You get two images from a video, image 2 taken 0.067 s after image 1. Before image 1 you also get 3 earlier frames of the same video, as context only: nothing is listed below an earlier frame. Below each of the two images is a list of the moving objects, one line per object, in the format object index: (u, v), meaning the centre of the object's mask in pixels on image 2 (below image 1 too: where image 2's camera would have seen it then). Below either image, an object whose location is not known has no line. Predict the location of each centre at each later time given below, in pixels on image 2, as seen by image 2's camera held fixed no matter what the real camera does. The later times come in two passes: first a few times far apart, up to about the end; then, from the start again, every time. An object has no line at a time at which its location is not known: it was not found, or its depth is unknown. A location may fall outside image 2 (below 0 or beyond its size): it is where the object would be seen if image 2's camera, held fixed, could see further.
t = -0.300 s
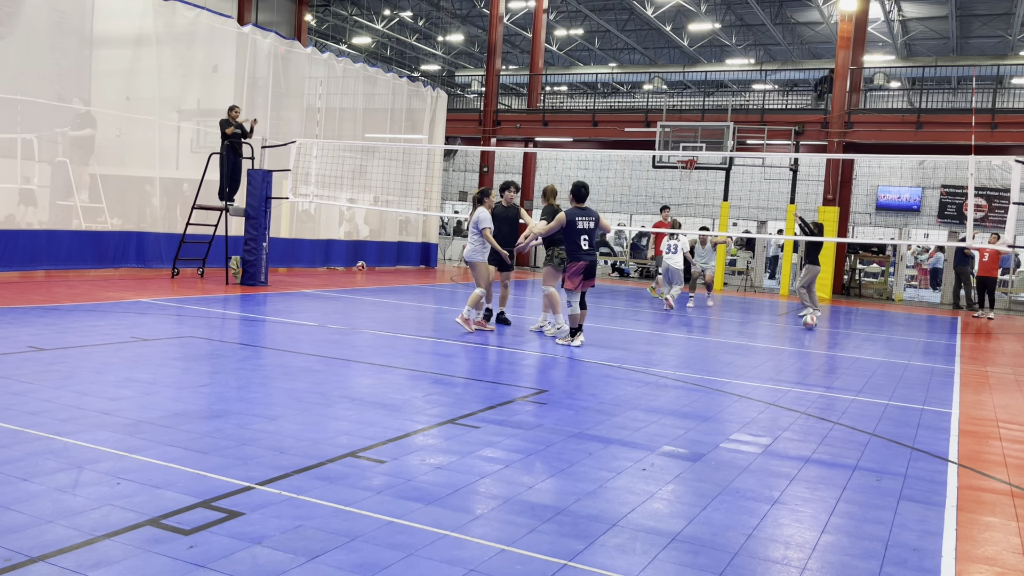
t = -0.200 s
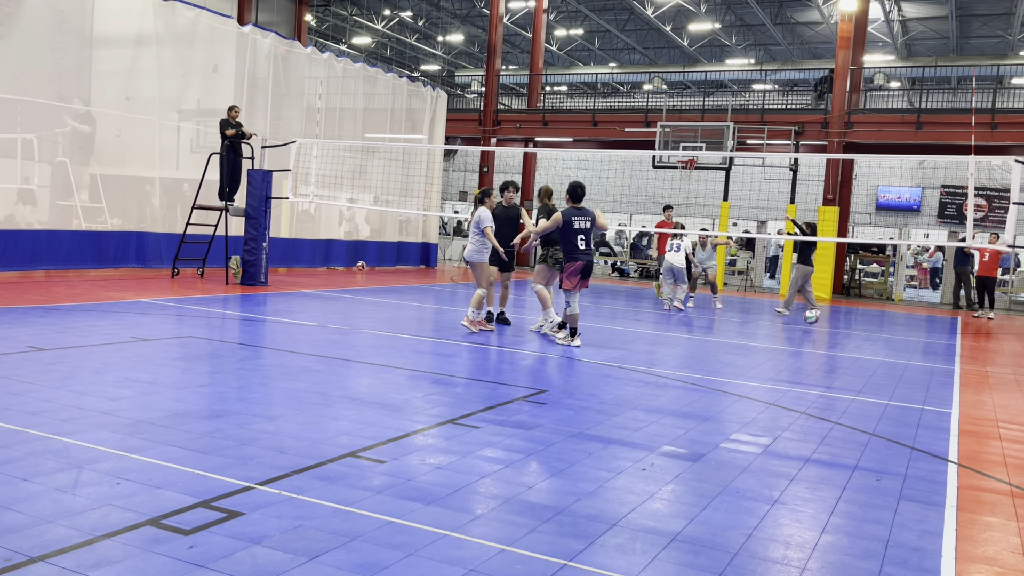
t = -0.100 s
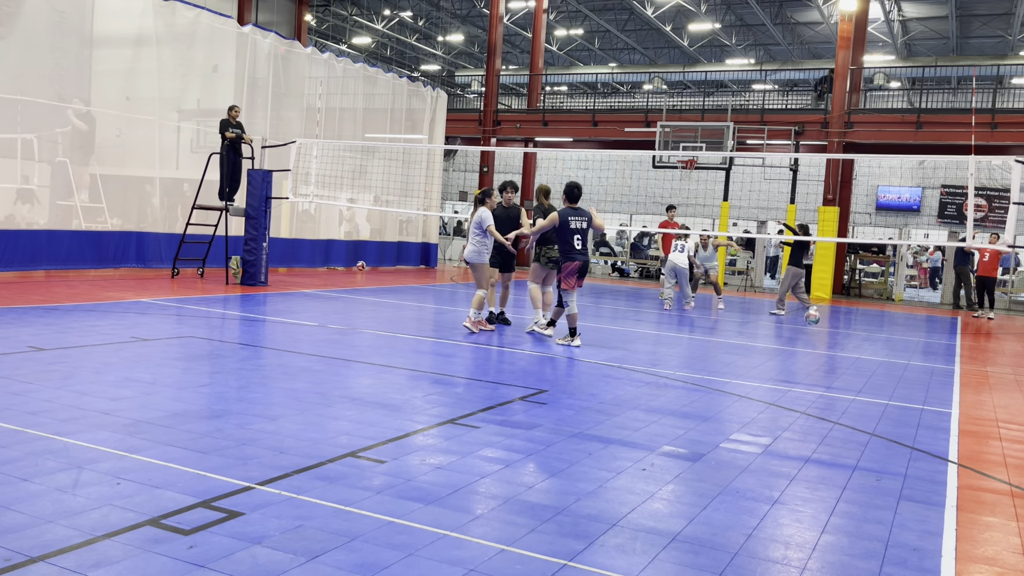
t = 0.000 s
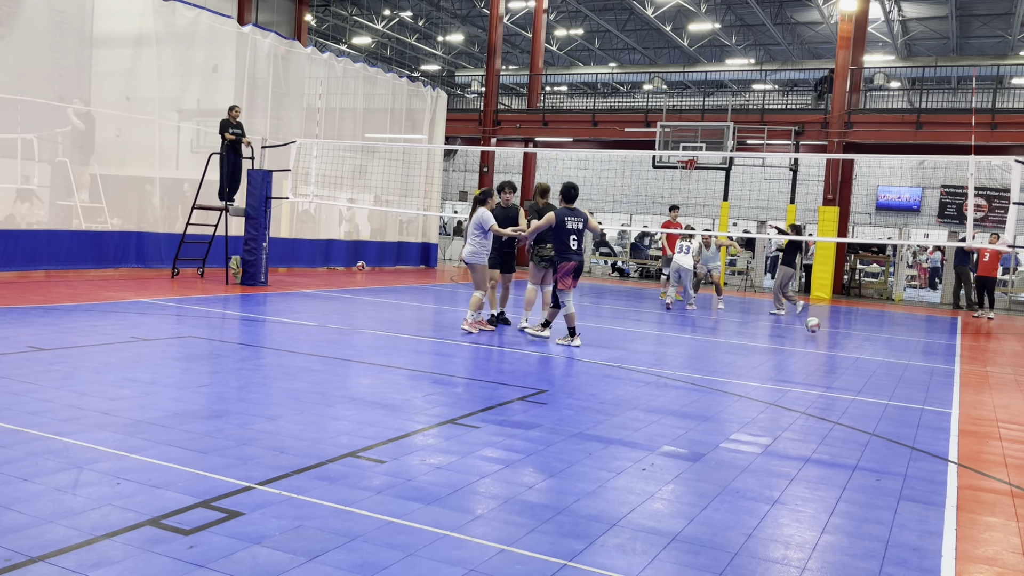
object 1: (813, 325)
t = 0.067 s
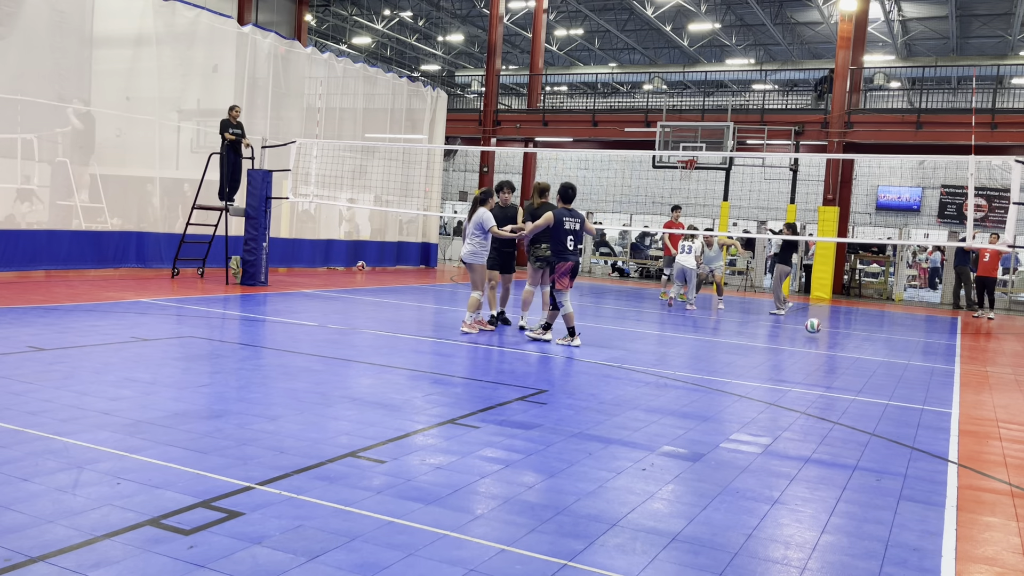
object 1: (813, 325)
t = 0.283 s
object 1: (815, 329)
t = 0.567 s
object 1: (818, 339)
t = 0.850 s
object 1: (821, 344)
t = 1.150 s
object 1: (824, 355)
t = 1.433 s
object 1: (829, 363)
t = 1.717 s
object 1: (834, 374)
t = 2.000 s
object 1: (840, 386)
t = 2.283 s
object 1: (847, 401)
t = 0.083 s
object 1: (813, 325)
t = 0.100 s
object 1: (814, 324)
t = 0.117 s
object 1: (814, 323)
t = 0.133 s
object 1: (814, 323)
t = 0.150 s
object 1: (814, 323)
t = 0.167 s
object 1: (814, 323)
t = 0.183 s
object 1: (815, 323)
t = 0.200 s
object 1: (815, 324)
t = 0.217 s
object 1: (815, 324)
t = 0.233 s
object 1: (815, 325)
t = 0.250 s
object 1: (815, 326)
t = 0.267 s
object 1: (815, 328)
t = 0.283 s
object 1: (815, 329)
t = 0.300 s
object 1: (815, 331)
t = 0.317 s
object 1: (815, 333)
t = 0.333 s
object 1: (815, 334)
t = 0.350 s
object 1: (816, 333)
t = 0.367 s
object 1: (816, 332)
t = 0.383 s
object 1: (816, 332)
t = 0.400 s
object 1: (817, 331)
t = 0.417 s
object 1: (817, 331)
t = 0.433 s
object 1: (817, 331)
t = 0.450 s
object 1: (817, 332)
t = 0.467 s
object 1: (817, 332)
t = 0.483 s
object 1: (818, 333)
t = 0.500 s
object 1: (818, 334)
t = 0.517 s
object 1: (818, 335)
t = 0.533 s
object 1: (818, 337)
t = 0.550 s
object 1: (818, 338)
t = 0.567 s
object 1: (818, 339)
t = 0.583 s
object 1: (818, 338)
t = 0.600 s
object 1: (819, 338)
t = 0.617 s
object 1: (819, 338)
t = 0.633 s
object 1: (819, 338)
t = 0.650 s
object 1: (819, 338)
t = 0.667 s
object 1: (819, 339)
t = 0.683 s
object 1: (819, 339)
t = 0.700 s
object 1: (820, 341)
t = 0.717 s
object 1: (820, 342)
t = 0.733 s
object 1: (820, 343)
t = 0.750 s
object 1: (820, 343)
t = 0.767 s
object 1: (820, 343)
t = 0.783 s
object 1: (820, 343)
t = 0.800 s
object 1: (821, 343)
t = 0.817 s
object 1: (821, 343)
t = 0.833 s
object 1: (821, 343)
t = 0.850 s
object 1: (821, 344)
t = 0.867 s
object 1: (821, 345)
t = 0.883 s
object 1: (822, 346)
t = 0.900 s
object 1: (822, 348)
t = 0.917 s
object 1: (822, 348)
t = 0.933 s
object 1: (822, 348)
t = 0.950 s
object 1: (822, 347)
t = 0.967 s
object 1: (822, 348)
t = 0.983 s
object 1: (823, 348)
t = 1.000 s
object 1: (823, 349)
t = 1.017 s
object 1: (823, 350)
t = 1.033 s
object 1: (823, 351)
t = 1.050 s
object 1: (823, 352)
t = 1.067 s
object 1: (823, 352)
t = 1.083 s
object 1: (824, 352)
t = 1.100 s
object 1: (824, 352)
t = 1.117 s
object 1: (824, 353)
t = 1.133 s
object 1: (824, 353)
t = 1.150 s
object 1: (824, 355)
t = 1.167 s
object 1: (825, 355)
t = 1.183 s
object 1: (825, 355)
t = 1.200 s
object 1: (825, 355)
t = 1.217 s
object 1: (826, 356)
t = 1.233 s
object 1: (826, 357)
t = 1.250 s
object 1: (826, 358)
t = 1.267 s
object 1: (826, 358)
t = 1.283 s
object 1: (826, 358)
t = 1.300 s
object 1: (827, 358)
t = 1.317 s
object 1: (827, 359)
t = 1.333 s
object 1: (827, 360)
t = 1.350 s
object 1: (827, 361)
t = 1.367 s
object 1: (828, 362)
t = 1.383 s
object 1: (828, 362)
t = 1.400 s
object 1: (828, 362)
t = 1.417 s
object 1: (829, 362)
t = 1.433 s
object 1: (829, 363)
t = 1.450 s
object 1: (829, 364)
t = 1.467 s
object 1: (830, 365)
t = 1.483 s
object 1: (830, 366)
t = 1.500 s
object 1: (830, 366)
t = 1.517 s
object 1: (830, 366)
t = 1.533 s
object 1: (831, 366)
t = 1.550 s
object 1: (831, 367)
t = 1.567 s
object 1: (831, 368)
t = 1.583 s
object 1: (831, 369)
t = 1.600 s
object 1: (832, 370)
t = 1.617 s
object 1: (832, 370)
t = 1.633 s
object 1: (832, 371)
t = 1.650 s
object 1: (833, 372)
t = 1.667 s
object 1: (833, 372)
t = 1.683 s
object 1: (833, 373)
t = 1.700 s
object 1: (834, 374)
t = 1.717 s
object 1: (834, 374)
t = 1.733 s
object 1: (834, 375)
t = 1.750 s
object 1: (835, 376)
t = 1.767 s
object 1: (835, 376)
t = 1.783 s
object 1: (835, 377)
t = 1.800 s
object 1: (836, 378)
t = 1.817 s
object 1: (836, 378)
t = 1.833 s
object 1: (836, 379)
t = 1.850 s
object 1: (837, 380)
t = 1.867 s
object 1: (837, 381)
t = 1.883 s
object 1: (837, 381)
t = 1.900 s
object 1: (838, 382)
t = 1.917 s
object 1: (838, 383)
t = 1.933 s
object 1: (839, 384)
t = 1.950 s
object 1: (839, 384)
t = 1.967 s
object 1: (839, 385)
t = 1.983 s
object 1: (840, 386)
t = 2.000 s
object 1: (840, 386)
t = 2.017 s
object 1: (840, 388)
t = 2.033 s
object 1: (841, 388)
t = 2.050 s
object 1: (841, 389)
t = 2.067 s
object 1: (842, 390)
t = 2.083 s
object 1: (842, 391)
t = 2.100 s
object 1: (843, 392)
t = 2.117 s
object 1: (843, 392)
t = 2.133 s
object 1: (843, 393)
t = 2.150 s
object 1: (844, 394)
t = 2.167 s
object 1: (844, 395)
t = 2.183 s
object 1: (845, 396)
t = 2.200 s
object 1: (845, 397)
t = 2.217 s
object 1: (846, 398)
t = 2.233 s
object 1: (846, 398)
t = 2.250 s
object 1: (846, 399)
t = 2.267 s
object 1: (847, 400)
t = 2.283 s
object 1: (847, 401)
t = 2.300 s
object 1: (847, 402)
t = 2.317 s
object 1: (848, 403)
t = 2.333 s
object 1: (849, 404)
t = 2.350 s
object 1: (849, 405)
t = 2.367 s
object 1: (850, 406)
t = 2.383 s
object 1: (850, 407)
